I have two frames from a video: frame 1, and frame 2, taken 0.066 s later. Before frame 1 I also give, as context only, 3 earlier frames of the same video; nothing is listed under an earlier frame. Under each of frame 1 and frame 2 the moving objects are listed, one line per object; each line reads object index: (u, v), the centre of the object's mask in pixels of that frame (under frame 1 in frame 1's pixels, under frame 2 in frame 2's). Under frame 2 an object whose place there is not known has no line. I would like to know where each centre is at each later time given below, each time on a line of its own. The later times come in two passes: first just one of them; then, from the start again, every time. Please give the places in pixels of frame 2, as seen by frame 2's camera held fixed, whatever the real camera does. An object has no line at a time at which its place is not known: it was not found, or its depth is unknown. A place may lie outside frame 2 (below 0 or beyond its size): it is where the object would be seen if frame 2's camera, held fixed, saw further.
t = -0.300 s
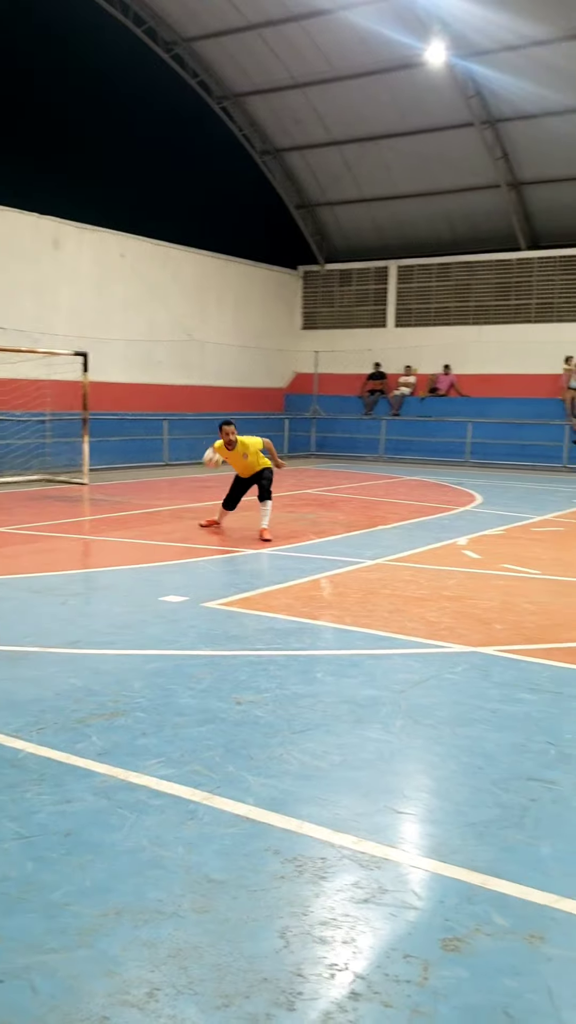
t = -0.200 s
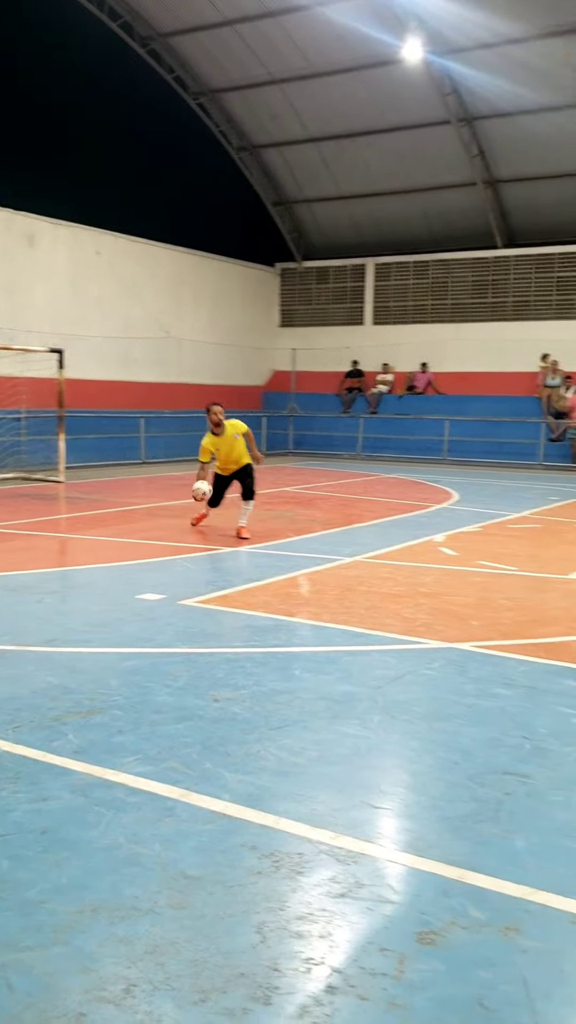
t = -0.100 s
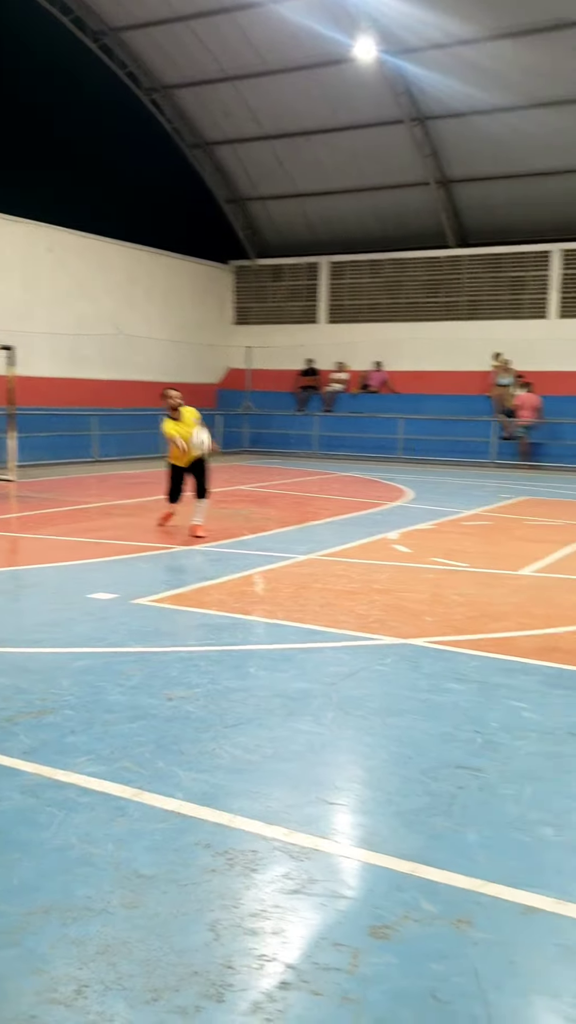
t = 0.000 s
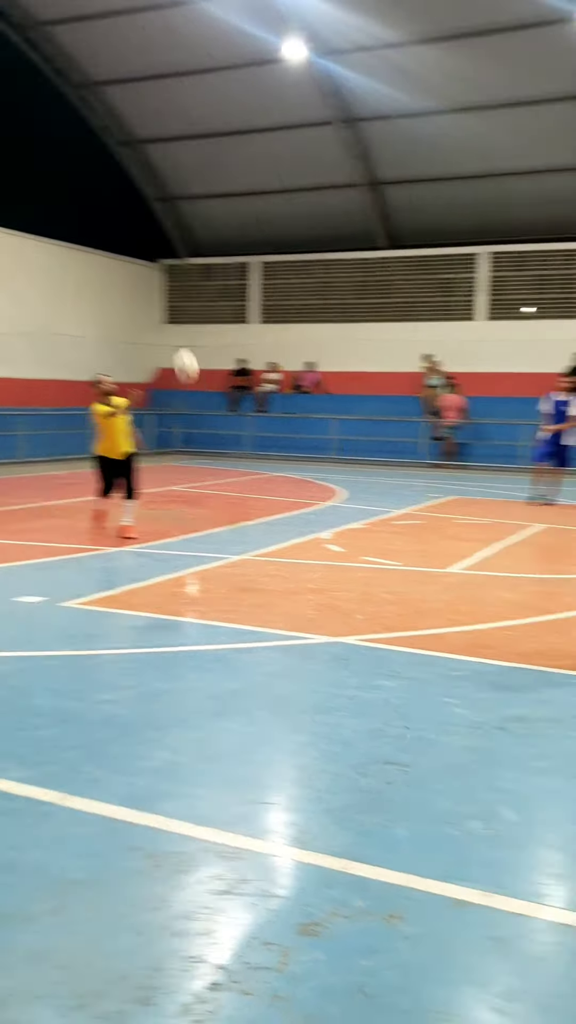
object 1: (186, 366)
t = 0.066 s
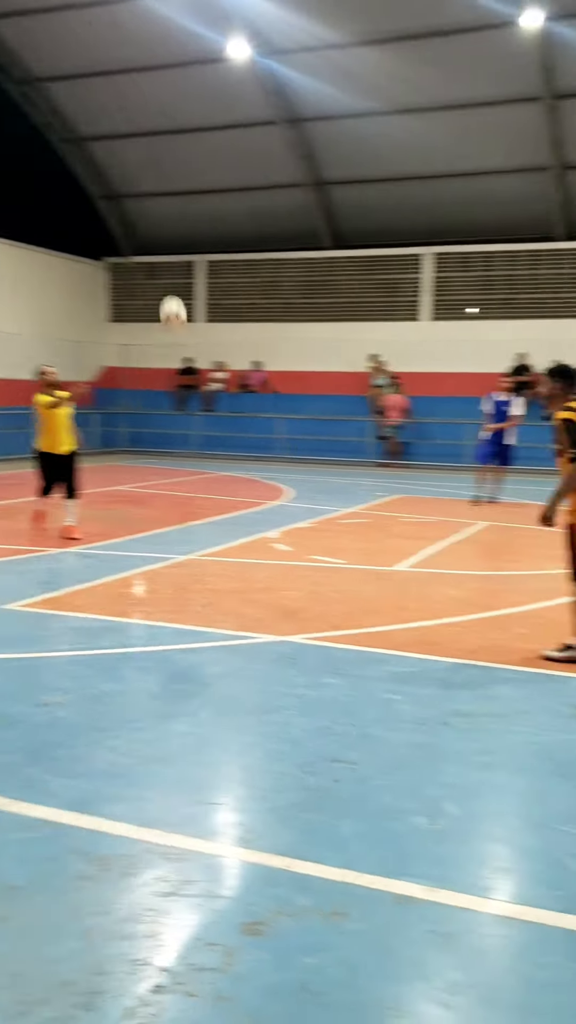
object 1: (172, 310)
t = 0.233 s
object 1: (299, 193)
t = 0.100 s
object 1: (195, 289)
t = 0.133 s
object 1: (219, 264)
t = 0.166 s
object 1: (244, 239)
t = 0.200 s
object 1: (271, 216)
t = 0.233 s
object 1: (299, 193)
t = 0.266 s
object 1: (329, 170)
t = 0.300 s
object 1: (362, 147)
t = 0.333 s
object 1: (396, 126)
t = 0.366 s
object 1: (432, 104)
